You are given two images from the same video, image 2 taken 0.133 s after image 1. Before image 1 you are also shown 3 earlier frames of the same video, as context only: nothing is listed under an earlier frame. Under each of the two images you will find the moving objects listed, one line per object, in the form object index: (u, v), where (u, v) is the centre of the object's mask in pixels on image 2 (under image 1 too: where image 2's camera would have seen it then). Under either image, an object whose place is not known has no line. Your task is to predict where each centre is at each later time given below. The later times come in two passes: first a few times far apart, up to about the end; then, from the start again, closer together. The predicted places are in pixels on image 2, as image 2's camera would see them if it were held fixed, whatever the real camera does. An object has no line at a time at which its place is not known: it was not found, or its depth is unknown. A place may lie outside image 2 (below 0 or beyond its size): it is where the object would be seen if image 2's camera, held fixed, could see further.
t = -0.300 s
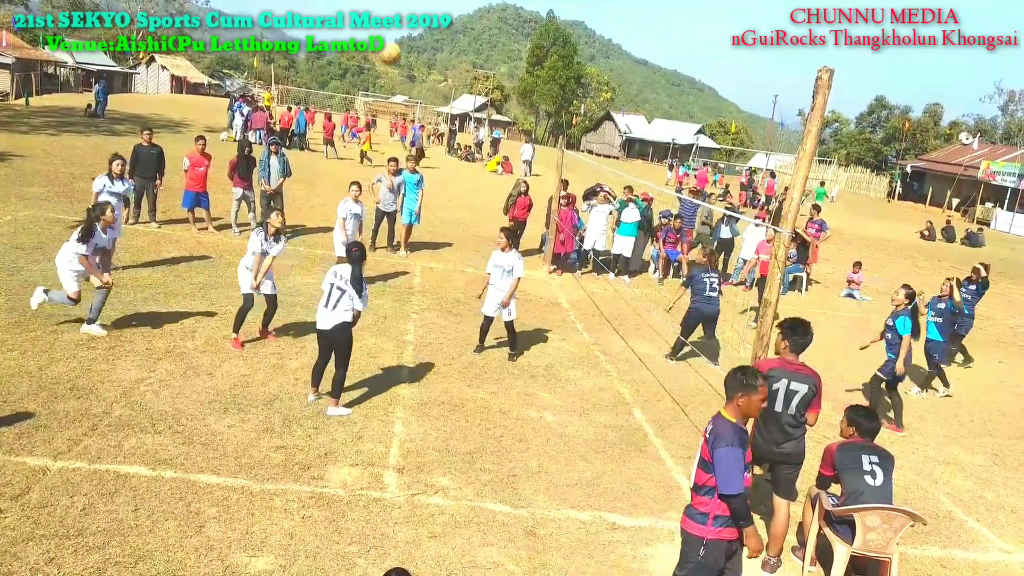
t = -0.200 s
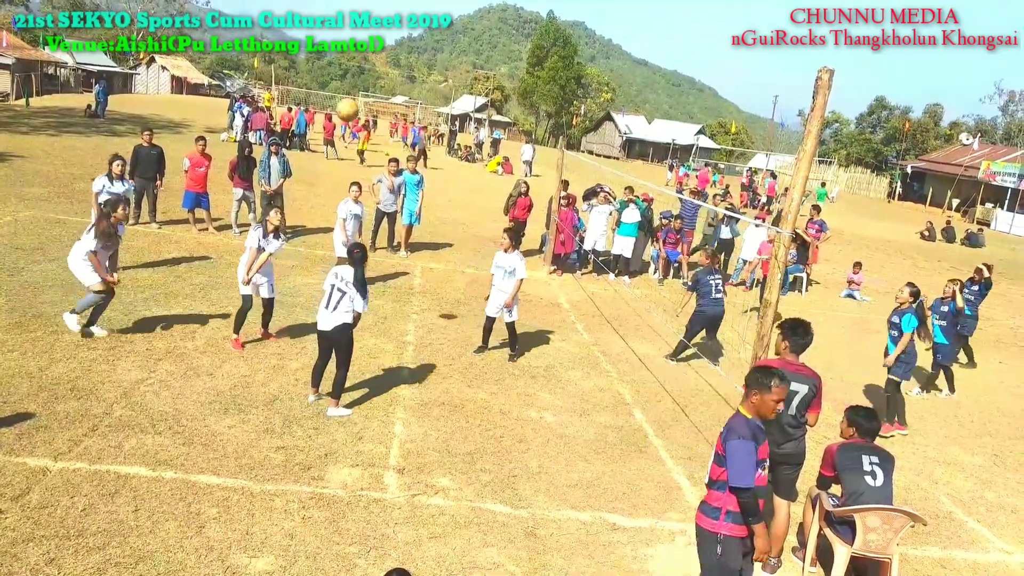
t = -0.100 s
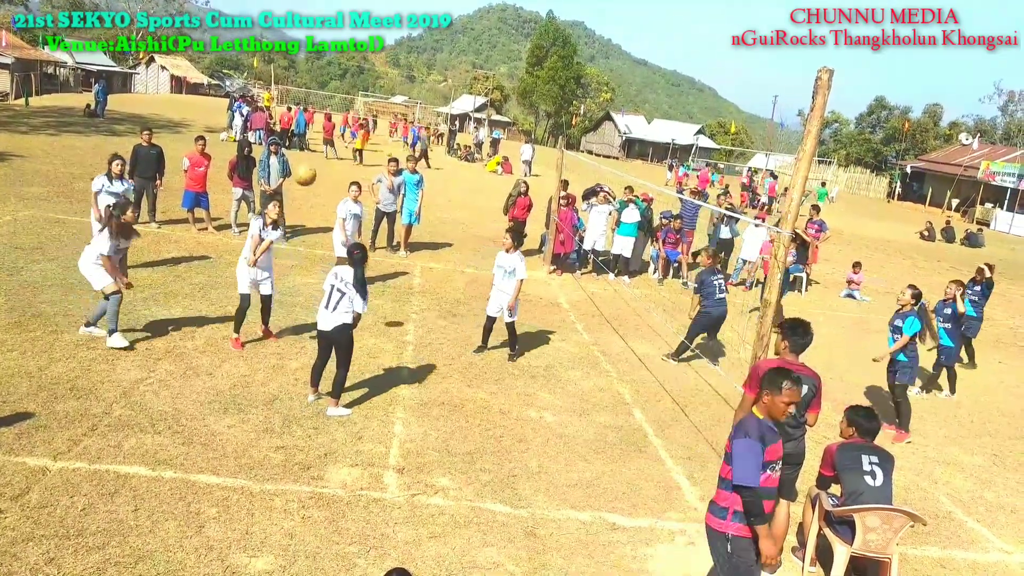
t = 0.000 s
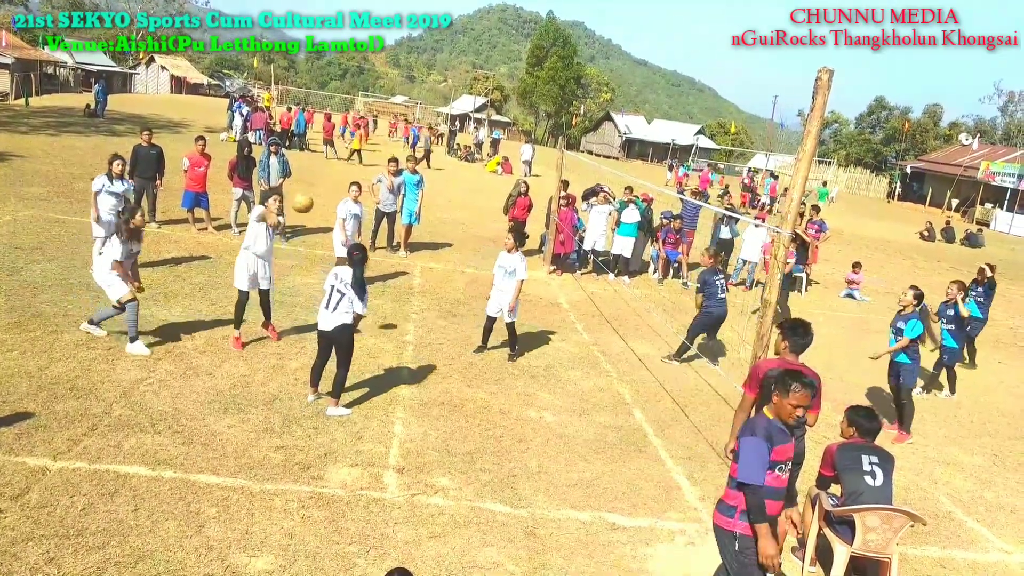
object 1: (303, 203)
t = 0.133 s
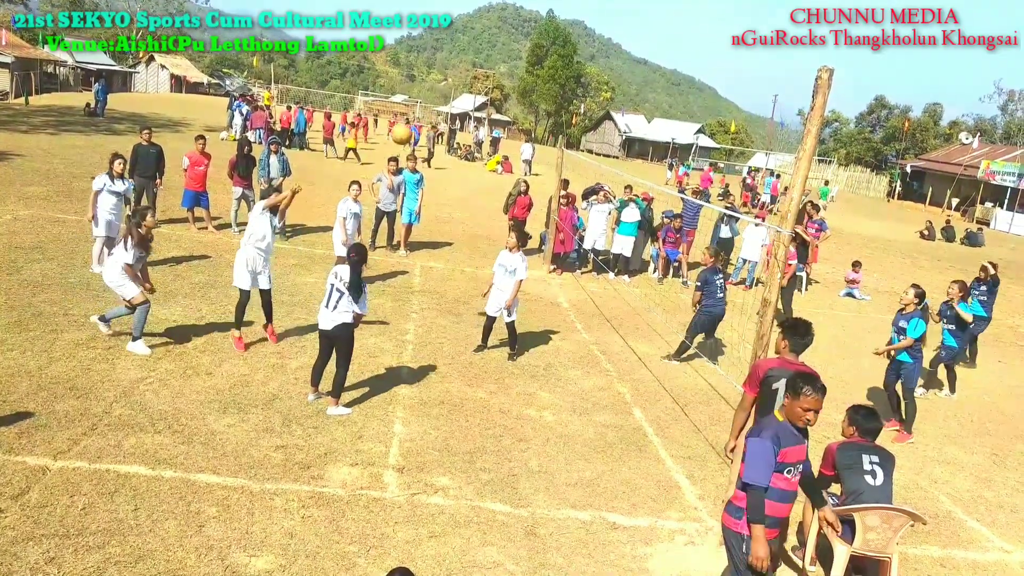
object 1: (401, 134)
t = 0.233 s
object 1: (469, 98)
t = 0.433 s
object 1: (588, 58)
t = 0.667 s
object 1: (697, 63)
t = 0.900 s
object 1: (780, 108)
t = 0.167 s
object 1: (425, 121)
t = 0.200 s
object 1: (447, 109)
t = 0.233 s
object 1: (469, 98)
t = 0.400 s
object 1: (570, 62)
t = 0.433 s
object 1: (588, 58)
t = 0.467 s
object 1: (605, 56)
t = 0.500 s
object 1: (622, 55)
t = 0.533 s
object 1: (639, 55)
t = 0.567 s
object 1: (654, 56)
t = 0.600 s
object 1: (669, 57)
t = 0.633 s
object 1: (684, 59)
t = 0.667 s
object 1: (697, 63)
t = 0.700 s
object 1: (711, 67)
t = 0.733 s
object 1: (724, 72)
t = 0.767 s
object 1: (736, 77)
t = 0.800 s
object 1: (748, 84)
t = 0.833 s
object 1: (760, 91)
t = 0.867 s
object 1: (771, 99)
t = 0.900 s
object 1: (780, 108)
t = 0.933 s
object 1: (791, 117)
